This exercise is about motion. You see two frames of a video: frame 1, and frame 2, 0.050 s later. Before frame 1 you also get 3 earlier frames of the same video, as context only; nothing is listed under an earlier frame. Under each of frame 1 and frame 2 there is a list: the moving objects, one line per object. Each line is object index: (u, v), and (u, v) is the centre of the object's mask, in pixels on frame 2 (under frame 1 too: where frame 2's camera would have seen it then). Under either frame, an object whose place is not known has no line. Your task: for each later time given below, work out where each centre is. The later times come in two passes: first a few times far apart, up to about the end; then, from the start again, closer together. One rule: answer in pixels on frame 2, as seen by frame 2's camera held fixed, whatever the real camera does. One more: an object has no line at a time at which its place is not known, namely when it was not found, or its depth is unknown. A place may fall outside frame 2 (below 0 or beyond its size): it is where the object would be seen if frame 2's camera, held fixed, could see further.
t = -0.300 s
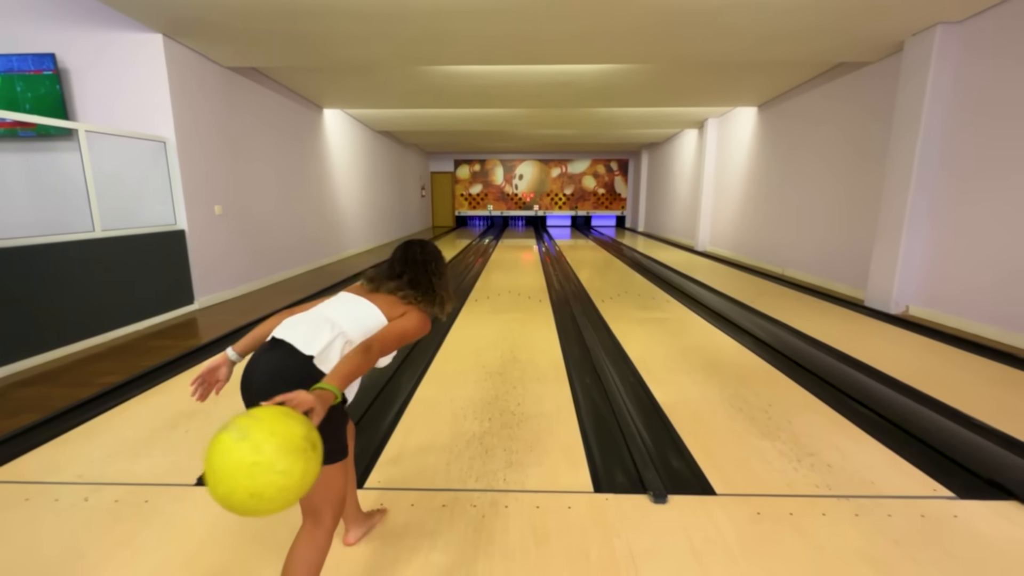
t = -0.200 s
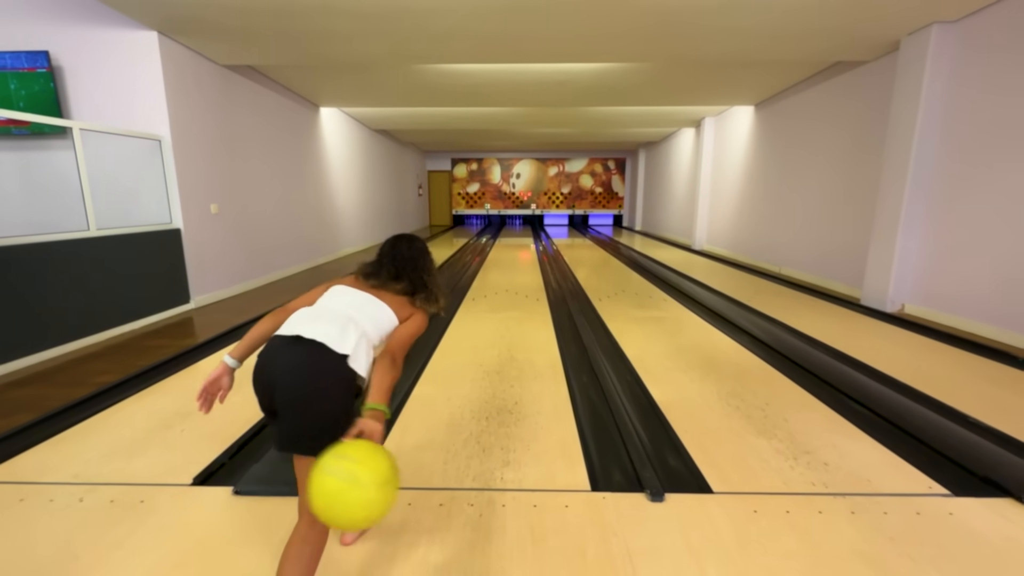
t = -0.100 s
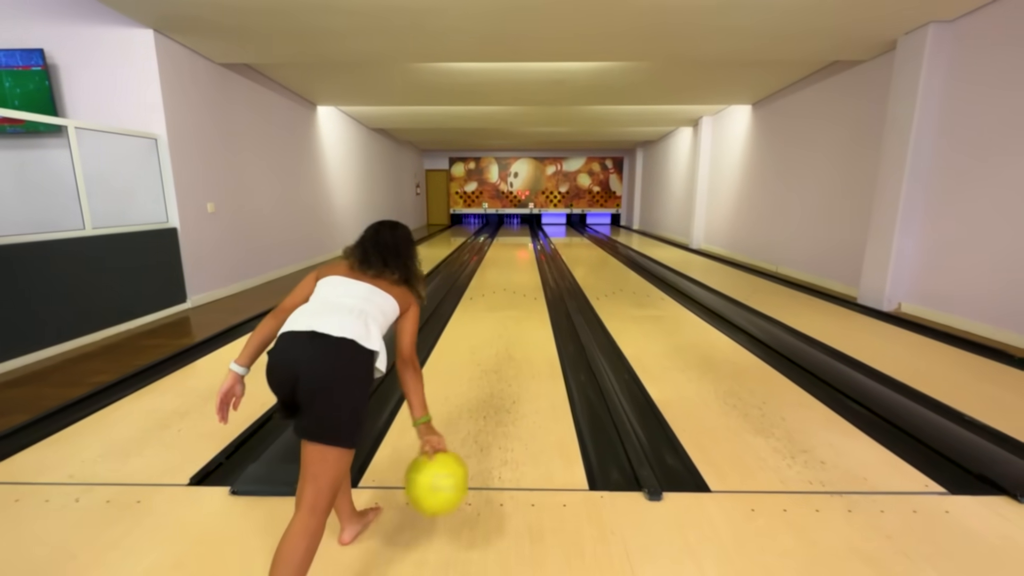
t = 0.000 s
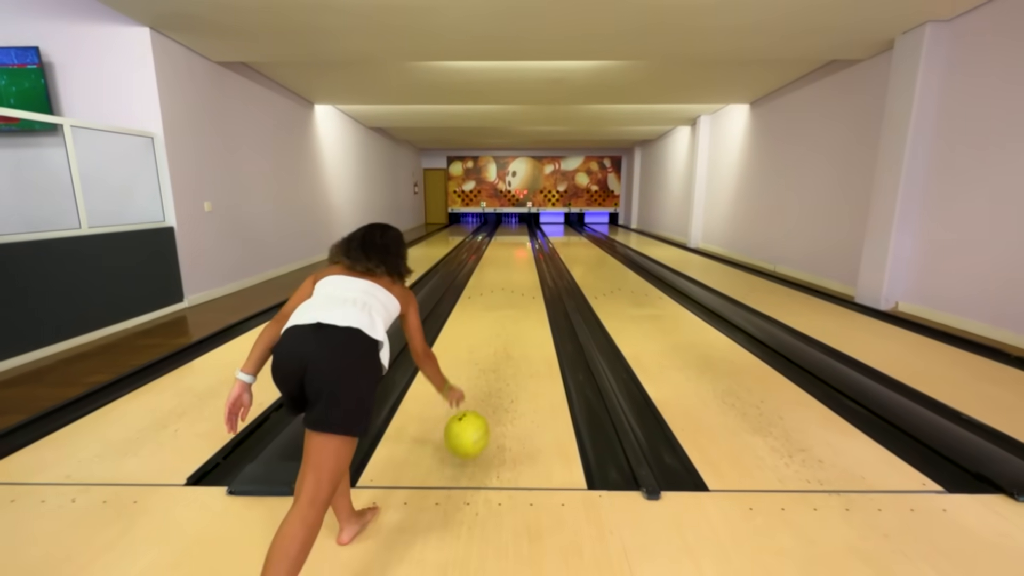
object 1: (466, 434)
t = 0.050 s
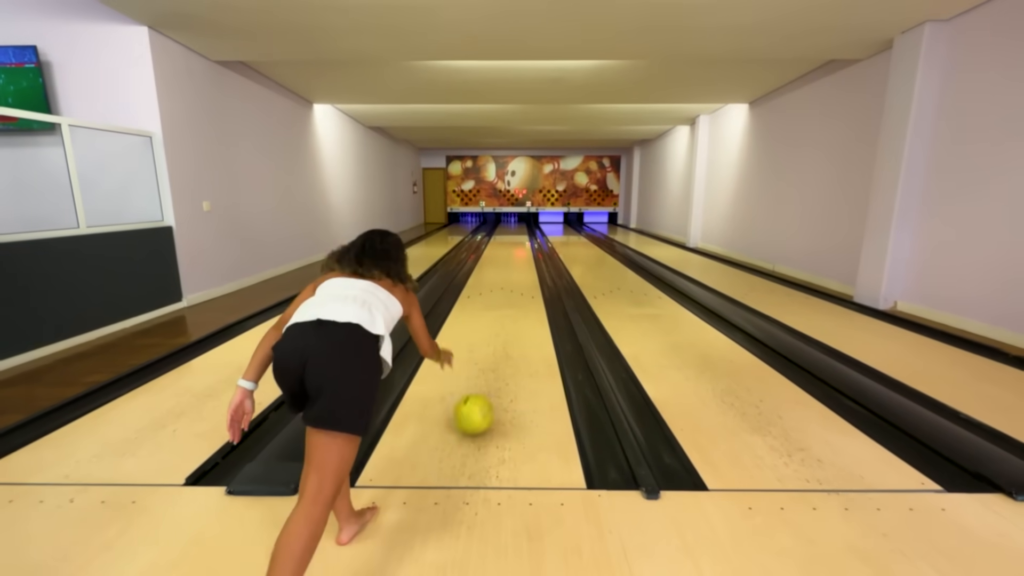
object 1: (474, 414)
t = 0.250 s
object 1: (489, 344)
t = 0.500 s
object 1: (497, 304)
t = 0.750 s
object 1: (500, 283)
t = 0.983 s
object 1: (500, 270)
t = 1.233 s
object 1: (501, 260)
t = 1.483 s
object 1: (501, 253)
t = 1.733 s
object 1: (501, 247)
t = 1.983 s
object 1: (501, 242)
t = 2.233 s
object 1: (501, 237)
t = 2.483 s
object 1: (502, 234)
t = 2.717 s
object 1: (502, 231)
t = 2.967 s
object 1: (502, 229)
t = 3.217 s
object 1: (503, 226)
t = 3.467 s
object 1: (502, 224)
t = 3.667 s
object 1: (502, 223)
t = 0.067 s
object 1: (476, 405)
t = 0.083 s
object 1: (477, 397)
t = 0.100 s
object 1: (479, 391)
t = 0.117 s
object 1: (481, 385)
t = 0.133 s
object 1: (482, 378)
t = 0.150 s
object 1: (483, 372)
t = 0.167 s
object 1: (484, 367)
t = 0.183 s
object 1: (485, 362)
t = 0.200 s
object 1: (486, 357)
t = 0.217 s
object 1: (488, 352)
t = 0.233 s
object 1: (488, 348)
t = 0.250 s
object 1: (489, 344)
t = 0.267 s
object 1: (490, 340)
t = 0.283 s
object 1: (491, 337)
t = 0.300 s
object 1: (492, 334)
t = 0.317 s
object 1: (492, 330)
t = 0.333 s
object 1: (493, 328)
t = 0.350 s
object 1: (493, 325)
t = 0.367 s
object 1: (494, 322)
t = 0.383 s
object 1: (494, 319)
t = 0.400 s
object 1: (495, 317)
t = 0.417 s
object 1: (495, 315)
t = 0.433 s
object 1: (496, 312)
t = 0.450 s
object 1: (496, 310)
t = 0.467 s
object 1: (496, 308)
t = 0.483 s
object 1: (496, 306)
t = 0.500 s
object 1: (497, 304)
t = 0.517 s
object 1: (497, 302)
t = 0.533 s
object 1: (497, 301)
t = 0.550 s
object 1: (498, 299)
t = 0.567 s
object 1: (498, 297)
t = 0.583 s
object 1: (498, 296)
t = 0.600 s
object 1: (498, 294)
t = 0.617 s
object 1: (499, 293)
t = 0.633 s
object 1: (499, 291)
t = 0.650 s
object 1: (499, 290)
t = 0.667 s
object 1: (499, 289)
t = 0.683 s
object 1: (499, 287)
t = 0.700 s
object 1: (499, 286)
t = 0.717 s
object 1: (499, 285)
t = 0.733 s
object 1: (499, 284)
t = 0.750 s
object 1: (500, 283)
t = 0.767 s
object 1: (500, 282)
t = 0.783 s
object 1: (500, 281)
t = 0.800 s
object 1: (500, 280)
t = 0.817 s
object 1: (500, 279)
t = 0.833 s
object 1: (500, 278)
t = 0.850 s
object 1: (500, 277)
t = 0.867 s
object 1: (500, 276)
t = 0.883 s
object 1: (500, 275)
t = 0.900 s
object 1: (500, 274)
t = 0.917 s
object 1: (500, 273)
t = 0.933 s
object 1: (500, 273)
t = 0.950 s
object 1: (500, 272)
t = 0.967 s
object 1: (500, 271)
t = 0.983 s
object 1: (500, 270)
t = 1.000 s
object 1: (500, 269)
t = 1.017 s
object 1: (500, 269)
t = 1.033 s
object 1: (500, 268)
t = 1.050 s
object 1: (500, 267)
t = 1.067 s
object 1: (500, 267)
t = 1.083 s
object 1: (500, 266)
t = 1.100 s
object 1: (500, 265)
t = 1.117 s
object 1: (501, 265)
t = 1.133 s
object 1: (501, 264)
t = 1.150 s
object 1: (501, 263)
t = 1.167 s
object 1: (501, 263)
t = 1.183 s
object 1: (501, 262)
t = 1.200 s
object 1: (501, 262)
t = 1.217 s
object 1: (501, 261)
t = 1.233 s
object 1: (501, 260)
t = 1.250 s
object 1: (501, 260)
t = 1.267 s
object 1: (501, 259)
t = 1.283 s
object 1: (501, 259)
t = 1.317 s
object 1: (501, 258)
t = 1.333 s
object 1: (501, 258)
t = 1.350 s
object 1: (501, 257)
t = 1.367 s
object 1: (501, 257)
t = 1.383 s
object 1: (501, 256)
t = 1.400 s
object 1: (501, 256)
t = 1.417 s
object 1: (501, 255)
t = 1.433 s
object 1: (501, 255)
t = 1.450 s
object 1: (501, 254)
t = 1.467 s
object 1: (501, 254)
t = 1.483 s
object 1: (501, 253)
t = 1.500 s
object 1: (501, 253)
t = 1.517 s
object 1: (501, 252)
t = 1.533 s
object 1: (501, 252)
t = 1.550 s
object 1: (501, 251)
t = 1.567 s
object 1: (501, 251)
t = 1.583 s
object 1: (501, 250)
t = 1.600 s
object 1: (501, 250)
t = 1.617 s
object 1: (501, 249)
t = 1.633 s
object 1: (501, 249)
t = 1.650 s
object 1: (501, 249)
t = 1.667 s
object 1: (501, 248)
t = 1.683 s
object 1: (501, 248)
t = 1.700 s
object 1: (501, 248)
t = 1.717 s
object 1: (501, 247)
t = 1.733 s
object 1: (501, 247)
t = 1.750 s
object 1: (501, 246)
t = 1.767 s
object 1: (501, 246)
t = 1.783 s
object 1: (501, 246)
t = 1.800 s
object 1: (501, 245)
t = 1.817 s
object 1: (501, 245)
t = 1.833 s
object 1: (501, 245)
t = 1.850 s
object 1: (501, 244)
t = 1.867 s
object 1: (501, 244)
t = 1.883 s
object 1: (501, 244)
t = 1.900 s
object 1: (501, 243)
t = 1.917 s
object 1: (501, 243)
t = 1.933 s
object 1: (501, 243)
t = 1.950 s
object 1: (501, 242)
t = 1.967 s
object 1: (501, 242)
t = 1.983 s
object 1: (501, 242)
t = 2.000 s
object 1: (501, 242)
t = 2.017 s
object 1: (501, 241)
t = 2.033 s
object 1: (501, 241)
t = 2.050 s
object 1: (501, 241)
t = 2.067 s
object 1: (501, 240)
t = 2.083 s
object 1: (501, 240)
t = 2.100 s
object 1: (501, 240)
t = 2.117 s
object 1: (501, 239)
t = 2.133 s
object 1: (501, 239)
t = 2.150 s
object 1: (501, 239)
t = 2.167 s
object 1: (501, 238)
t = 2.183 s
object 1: (501, 238)
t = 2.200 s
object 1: (501, 238)
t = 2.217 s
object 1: (501, 237)
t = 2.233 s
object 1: (501, 237)
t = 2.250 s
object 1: (501, 237)
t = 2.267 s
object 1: (501, 237)
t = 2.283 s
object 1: (501, 237)
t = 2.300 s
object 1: (501, 236)
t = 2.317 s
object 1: (501, 236)
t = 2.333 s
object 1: (501, 236)
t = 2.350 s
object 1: (501, 236)
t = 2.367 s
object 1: (501, 236)
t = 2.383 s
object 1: (502, 235)
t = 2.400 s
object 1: (502, 235)
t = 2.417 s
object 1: (502, 235)
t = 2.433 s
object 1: (502, 235)
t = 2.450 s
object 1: (502, 234)
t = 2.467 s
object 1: (502, 234)
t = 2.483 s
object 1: (502, 234)
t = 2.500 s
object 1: (502, 234)
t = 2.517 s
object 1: (502, 234)
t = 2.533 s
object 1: (502, 234)
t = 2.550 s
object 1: (502, 233)
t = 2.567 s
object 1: (502, 233)
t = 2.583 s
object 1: (502, 232)
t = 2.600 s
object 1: (502, 232)
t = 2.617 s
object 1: (502, 232)
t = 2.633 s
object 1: (502, 232)
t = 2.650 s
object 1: (502, 231)
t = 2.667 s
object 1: (502, 231)
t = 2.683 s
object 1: (502, 231)
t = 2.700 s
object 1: (502, 231)
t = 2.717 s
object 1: (502, 231)
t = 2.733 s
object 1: (502, 231)
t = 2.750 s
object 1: (502, 230)
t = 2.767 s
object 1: (502, 230)
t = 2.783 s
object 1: (502, 230)
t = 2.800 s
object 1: (502, 230)
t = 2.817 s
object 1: (502, 230)
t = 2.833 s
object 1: (502, 230)
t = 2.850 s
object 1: (502, 230)
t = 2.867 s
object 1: (502, 229)
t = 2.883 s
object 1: (502, 229)
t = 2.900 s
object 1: (502, 229)
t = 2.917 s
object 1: (502, 229)
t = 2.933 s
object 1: (502, 229)
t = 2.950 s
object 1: (502, 229)
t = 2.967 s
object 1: (502, 229)
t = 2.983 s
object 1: (502, 229)
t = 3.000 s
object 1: (502, 228)
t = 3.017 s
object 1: (502, 228)
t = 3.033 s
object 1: (502, 228)
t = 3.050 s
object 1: (503, 228)
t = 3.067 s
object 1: (503, 228)
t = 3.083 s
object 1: (503, 228)
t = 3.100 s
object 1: (503, 227)
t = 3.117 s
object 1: (503, 227)
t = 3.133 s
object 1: (503, 227)
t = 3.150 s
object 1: (503, 227)
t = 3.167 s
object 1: (503, 227)
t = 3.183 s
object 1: (503, 227)
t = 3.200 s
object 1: (503, 226)
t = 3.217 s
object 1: (503, 226)
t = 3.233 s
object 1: (503, 226)
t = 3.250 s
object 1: (503, 226)
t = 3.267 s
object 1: (503, 226)
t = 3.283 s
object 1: (503, 226)
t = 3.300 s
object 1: (503, 225)
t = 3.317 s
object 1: (503, 225)
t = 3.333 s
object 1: (503, 225)
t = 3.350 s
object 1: (503, 225)
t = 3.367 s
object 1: (503, 225)
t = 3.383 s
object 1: (503, 225)
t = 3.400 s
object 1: (503, 225)
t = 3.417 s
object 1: (502, 225)
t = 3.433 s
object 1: (503, 224)
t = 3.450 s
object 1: (502, 224)
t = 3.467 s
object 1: (502, 224)
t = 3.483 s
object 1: (502, 224)
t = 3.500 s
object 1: (502, 224)
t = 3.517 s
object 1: (502, 224)
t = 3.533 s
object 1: (502, 224)
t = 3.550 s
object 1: (502, 224)
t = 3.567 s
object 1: (502, 223)
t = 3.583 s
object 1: (502, 223)
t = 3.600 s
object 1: (502, 223)
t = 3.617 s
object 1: (502, 223)
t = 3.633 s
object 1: (502, 223)
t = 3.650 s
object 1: (502, 223)
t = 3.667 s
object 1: (502, 223)
